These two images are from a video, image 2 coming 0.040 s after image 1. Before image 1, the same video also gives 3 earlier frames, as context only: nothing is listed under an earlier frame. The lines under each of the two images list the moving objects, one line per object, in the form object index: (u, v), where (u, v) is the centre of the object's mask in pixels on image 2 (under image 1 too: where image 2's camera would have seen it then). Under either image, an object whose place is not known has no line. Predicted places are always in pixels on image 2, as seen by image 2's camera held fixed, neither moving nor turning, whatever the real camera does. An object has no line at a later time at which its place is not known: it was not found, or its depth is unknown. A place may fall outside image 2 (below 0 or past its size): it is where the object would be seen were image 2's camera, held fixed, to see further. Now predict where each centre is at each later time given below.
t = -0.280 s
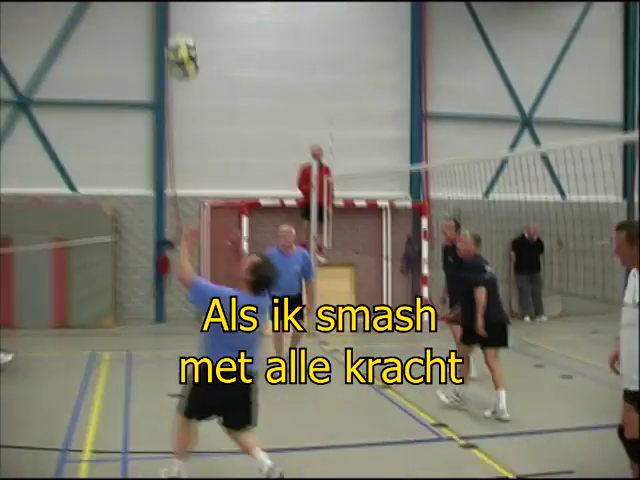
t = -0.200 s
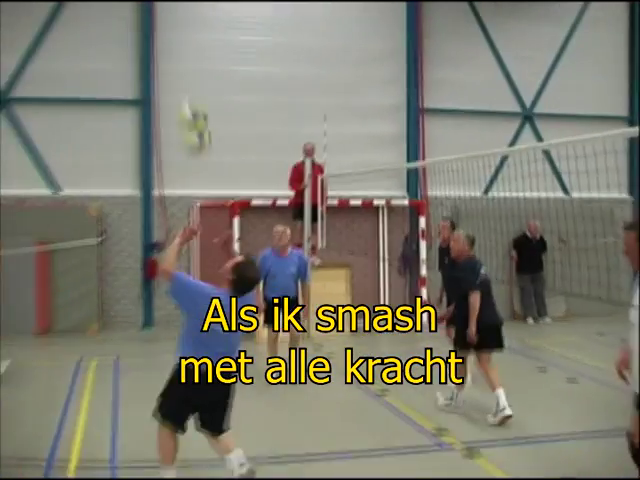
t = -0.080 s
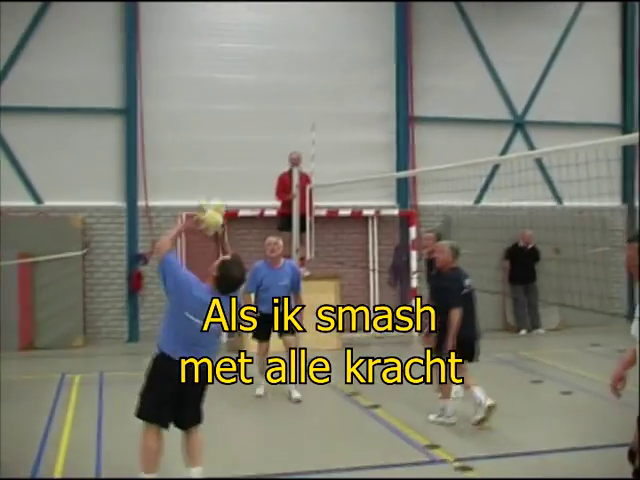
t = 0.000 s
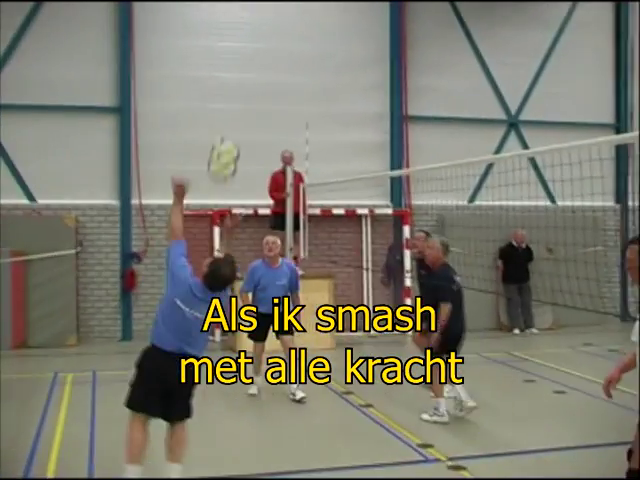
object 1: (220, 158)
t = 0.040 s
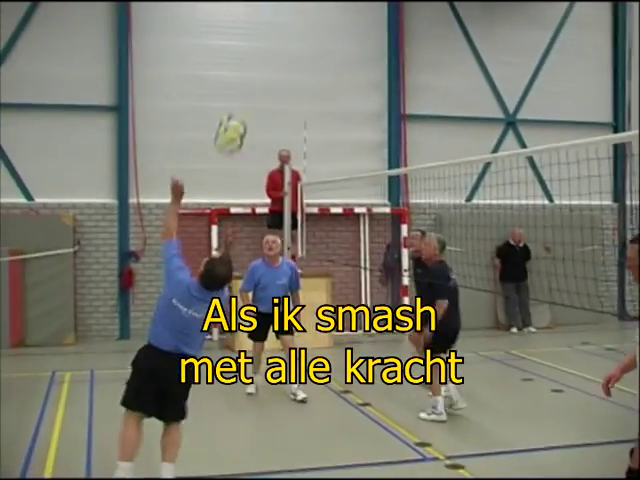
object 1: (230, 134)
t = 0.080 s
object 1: (239, 113)
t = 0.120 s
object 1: (248, 95)
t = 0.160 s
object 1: (258, 79)
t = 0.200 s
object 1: (266, 66)
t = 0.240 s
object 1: (275, 55)
